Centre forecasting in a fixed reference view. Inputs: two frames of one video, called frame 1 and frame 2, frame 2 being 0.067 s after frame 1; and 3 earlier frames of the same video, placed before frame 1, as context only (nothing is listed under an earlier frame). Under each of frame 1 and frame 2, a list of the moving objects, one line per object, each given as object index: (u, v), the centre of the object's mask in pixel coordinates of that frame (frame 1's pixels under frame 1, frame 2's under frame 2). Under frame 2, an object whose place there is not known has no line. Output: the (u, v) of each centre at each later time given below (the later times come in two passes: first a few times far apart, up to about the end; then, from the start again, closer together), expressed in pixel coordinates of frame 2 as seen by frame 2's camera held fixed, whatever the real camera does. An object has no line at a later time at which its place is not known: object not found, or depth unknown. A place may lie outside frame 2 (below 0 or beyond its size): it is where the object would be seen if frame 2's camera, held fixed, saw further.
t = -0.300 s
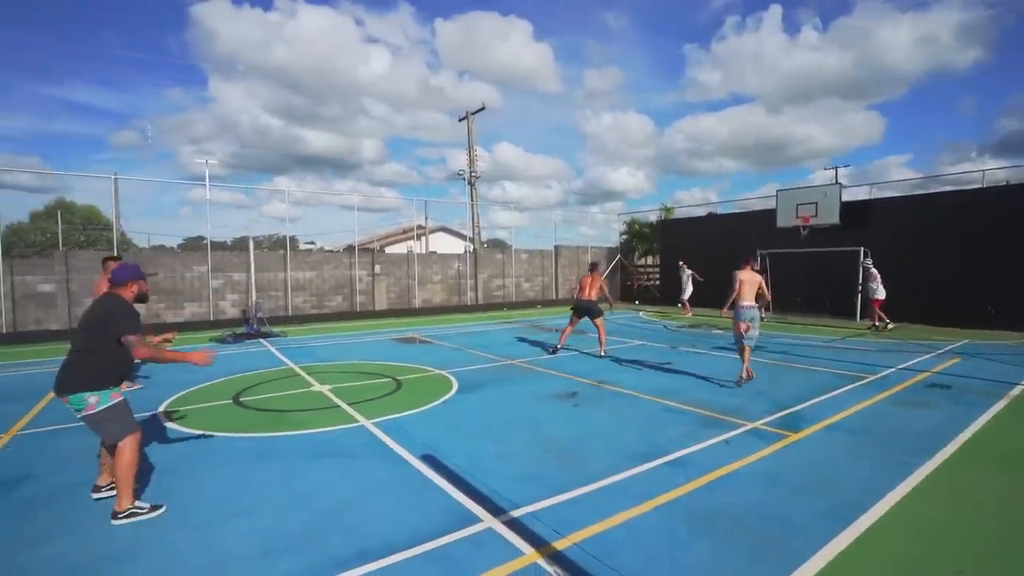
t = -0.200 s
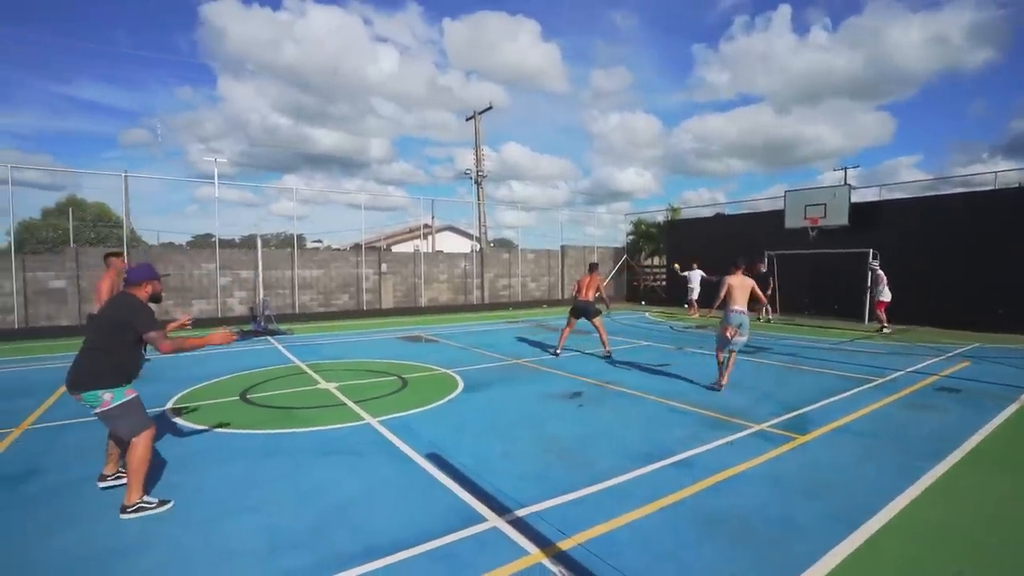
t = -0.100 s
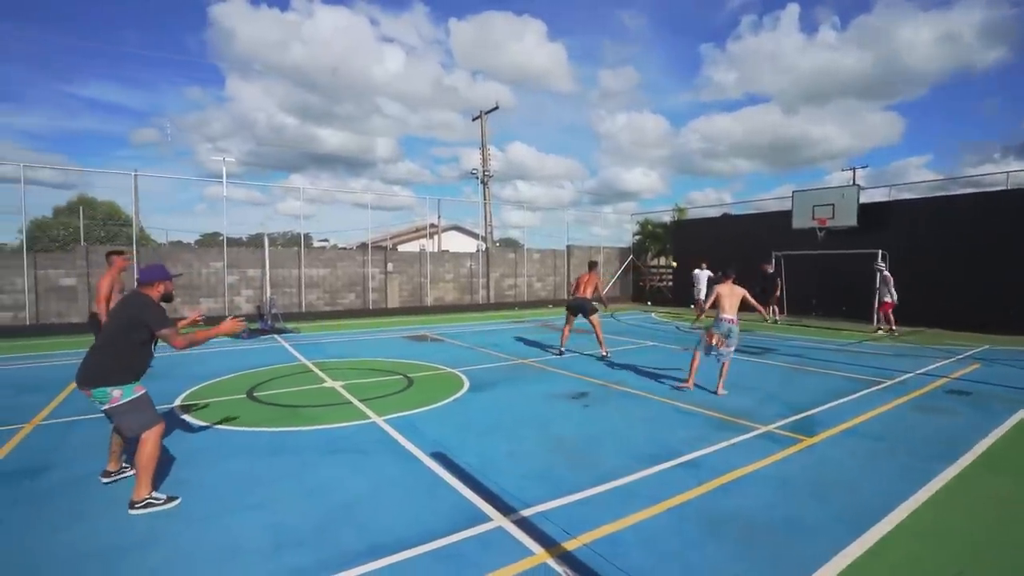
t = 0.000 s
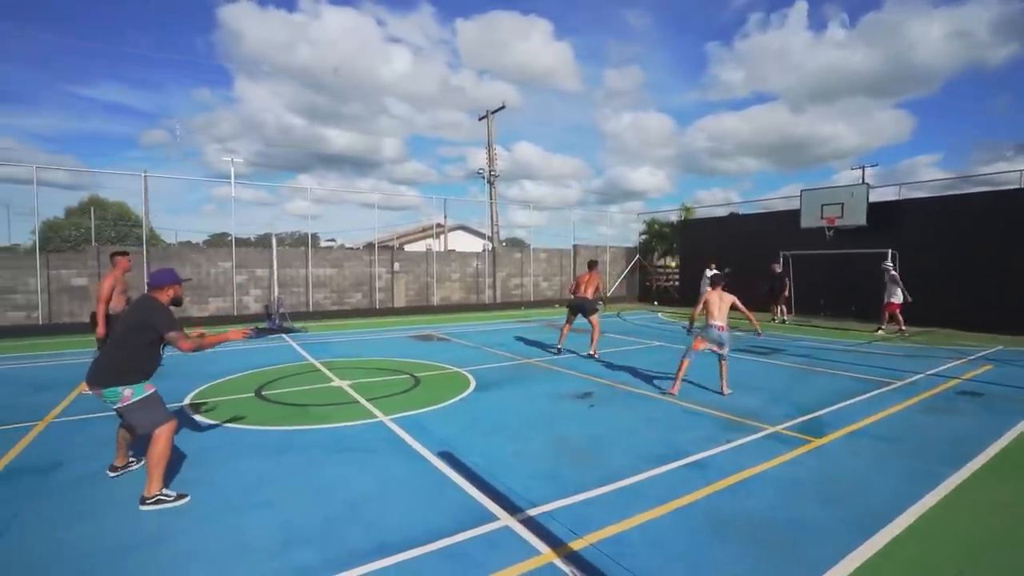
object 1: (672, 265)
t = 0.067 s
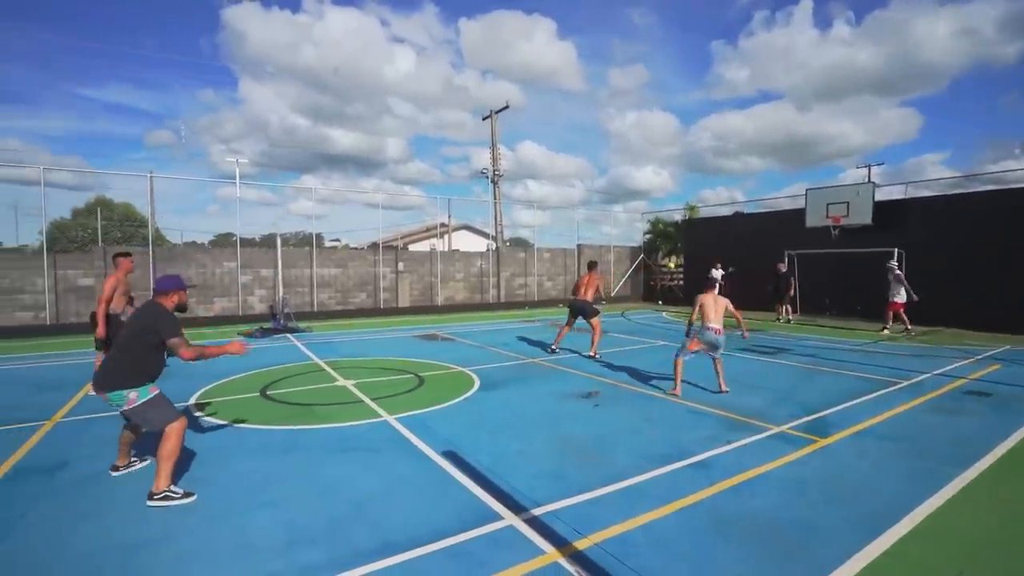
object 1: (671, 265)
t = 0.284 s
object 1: (634, 292)
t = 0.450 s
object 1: (568, 354)
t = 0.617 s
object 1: (422, 449)
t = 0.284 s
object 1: (634, 292)
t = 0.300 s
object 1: (629, 296)
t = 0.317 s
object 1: (625, 300)
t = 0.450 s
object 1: (568, 354)
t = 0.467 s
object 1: (559, 365)
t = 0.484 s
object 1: (547, 377)
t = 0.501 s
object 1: (535, 390)
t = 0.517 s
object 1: (521, 405)
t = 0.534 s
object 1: (505, 422)
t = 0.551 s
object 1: (488, 440)
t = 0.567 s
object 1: (472, 444)
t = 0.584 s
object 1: (456, 445)
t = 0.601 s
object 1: (440, 448)
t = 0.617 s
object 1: (422, 449)
